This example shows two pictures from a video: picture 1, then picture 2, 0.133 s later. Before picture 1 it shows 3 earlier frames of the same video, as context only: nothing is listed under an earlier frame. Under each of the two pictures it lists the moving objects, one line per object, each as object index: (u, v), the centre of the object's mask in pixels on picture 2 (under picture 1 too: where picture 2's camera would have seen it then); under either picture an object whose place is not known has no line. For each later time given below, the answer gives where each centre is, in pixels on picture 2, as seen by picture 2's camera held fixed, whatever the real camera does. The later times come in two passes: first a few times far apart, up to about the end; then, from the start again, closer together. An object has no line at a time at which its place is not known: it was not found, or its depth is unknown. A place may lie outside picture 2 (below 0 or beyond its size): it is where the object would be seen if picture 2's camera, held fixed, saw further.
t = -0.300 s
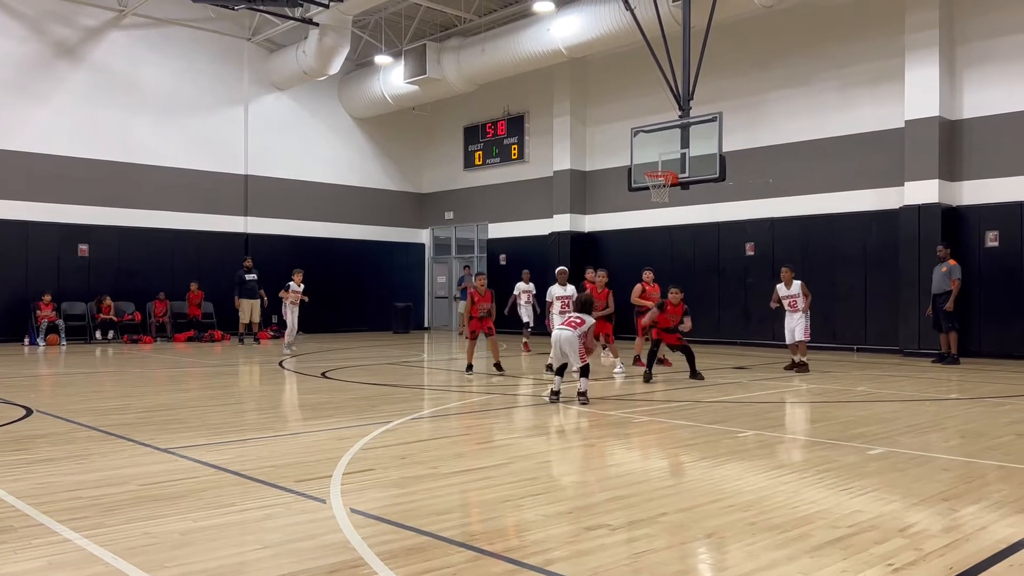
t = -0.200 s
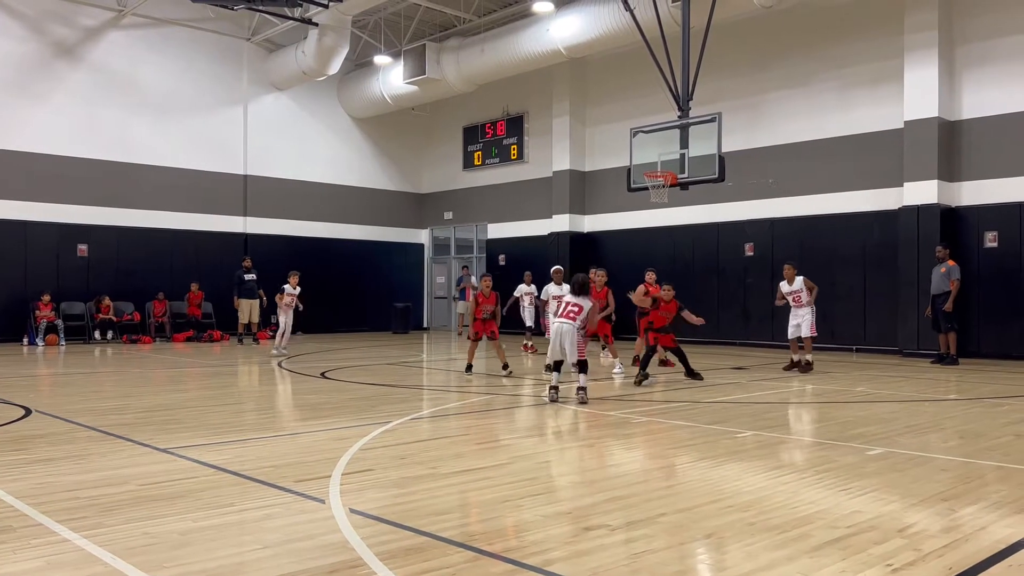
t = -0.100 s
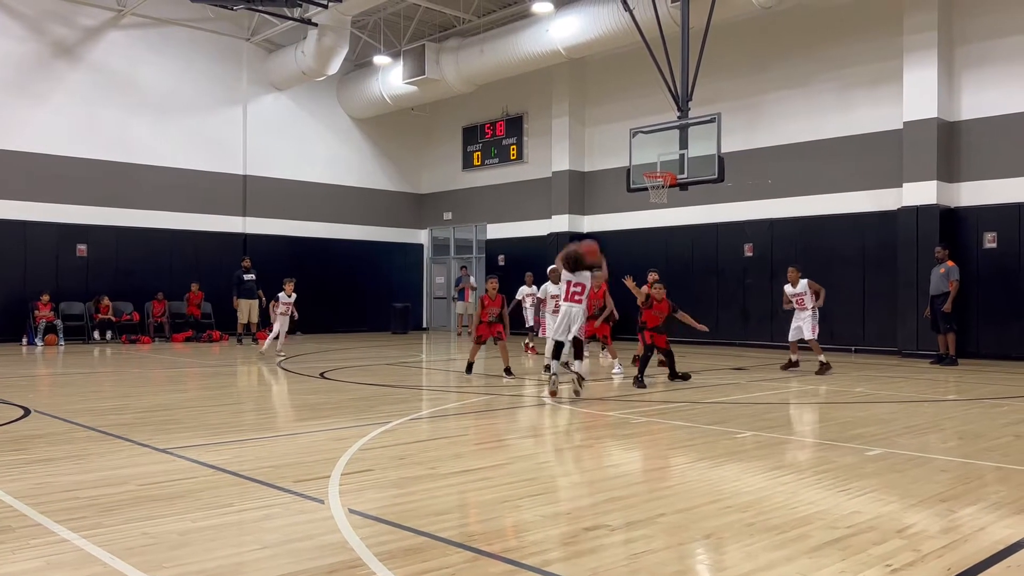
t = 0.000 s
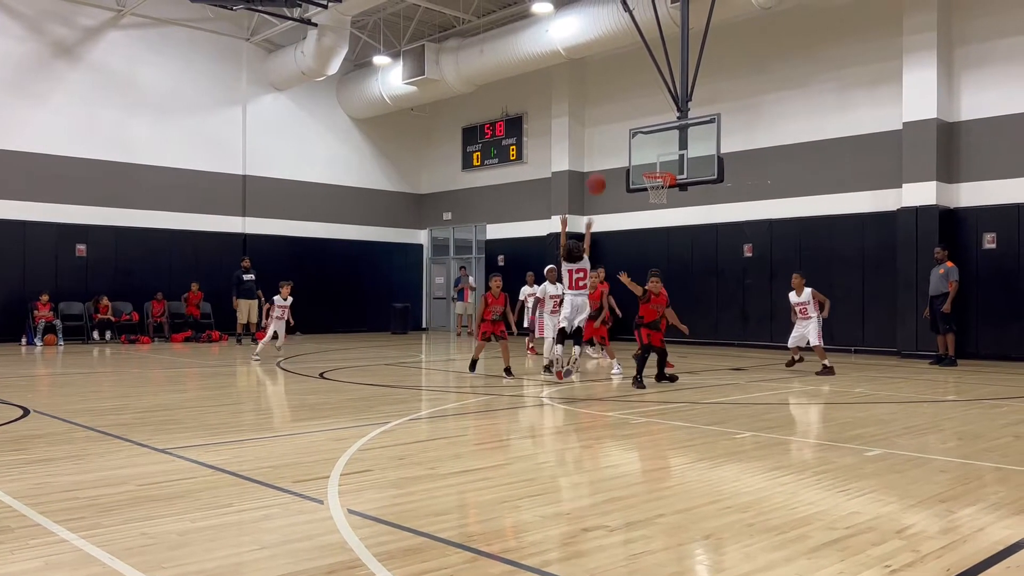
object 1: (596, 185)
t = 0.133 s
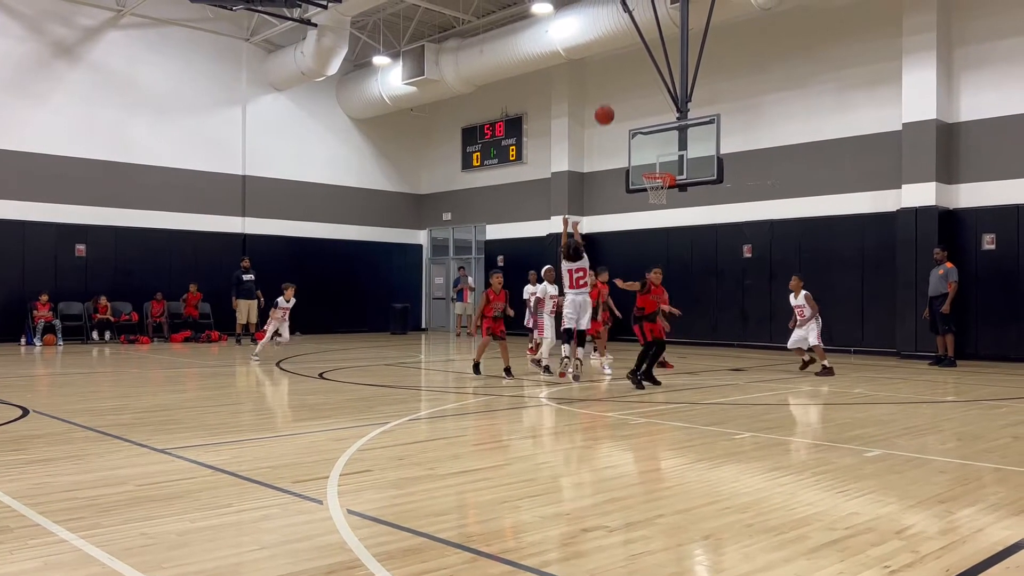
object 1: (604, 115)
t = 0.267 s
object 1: (612, 67)
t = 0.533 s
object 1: (626, 23)
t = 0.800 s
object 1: (636, 34)
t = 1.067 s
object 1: (646, 88)
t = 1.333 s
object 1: (654, 174)
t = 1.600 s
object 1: (658, 222)
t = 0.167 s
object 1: (606, 101)
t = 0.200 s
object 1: (608, 88)
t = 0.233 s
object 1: (610, 77)
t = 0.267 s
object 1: (612, 67)
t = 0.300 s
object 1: (614, 58)
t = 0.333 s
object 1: (616, 50)
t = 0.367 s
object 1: (618, 42)
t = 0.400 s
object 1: (619, 37)
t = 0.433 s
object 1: (621, 32)
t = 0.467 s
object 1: (623, 28)
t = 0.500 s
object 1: (624, 25)
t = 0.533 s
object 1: (626, 23)
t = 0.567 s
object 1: (627, 21)
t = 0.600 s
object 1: (629, 21)
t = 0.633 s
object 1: (630, 21)
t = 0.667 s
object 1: (631, 22)
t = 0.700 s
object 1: (633, 24)
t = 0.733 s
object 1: (634, 27)
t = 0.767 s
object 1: (635, 30)
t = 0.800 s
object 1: (636, 34)
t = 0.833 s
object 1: (638, 38)
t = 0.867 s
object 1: (639, 44)
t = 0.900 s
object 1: (640, 49)
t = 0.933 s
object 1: (641, 56)
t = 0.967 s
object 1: (642, 64)
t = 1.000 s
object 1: (643, 71)
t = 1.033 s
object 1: (644, 80)
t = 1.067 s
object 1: (646, 88)
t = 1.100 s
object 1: (647, 97)
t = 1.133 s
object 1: (648, 107)
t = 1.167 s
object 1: (649, 117)
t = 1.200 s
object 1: (650, 127)
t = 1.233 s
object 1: (650, 139)
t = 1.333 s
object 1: (654, 174)
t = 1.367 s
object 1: (654, 186)
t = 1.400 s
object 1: (654, 192)
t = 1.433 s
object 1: (655, 196)
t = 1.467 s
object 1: (656, 200)
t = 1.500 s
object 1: (656, 204)
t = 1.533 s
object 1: (657, 209)
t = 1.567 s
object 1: (657, 216)
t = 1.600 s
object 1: (658, 222)
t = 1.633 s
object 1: (658, 230)
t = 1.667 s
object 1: (659, 237)
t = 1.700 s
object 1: (660, 246)
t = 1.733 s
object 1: (660, 255)
